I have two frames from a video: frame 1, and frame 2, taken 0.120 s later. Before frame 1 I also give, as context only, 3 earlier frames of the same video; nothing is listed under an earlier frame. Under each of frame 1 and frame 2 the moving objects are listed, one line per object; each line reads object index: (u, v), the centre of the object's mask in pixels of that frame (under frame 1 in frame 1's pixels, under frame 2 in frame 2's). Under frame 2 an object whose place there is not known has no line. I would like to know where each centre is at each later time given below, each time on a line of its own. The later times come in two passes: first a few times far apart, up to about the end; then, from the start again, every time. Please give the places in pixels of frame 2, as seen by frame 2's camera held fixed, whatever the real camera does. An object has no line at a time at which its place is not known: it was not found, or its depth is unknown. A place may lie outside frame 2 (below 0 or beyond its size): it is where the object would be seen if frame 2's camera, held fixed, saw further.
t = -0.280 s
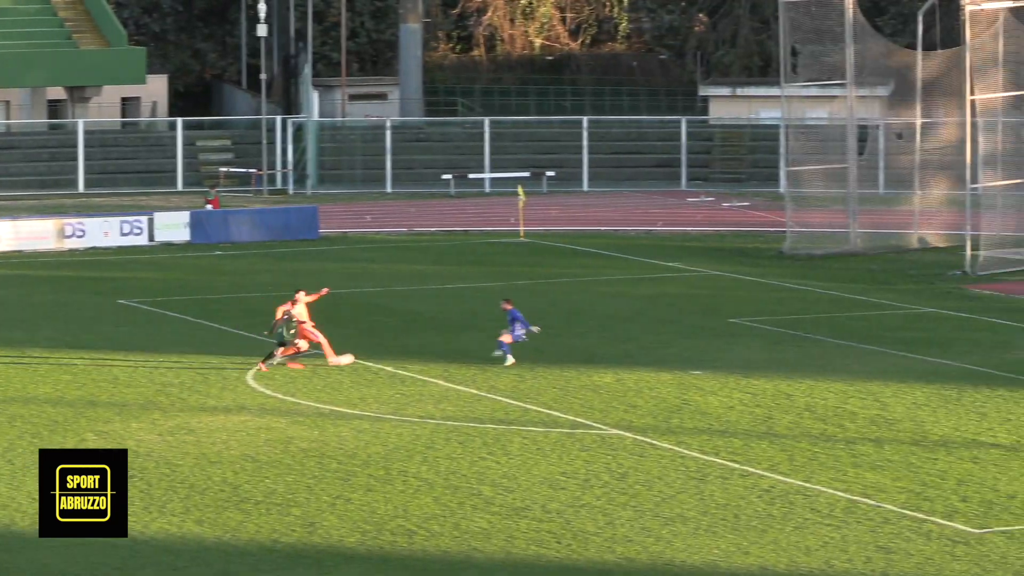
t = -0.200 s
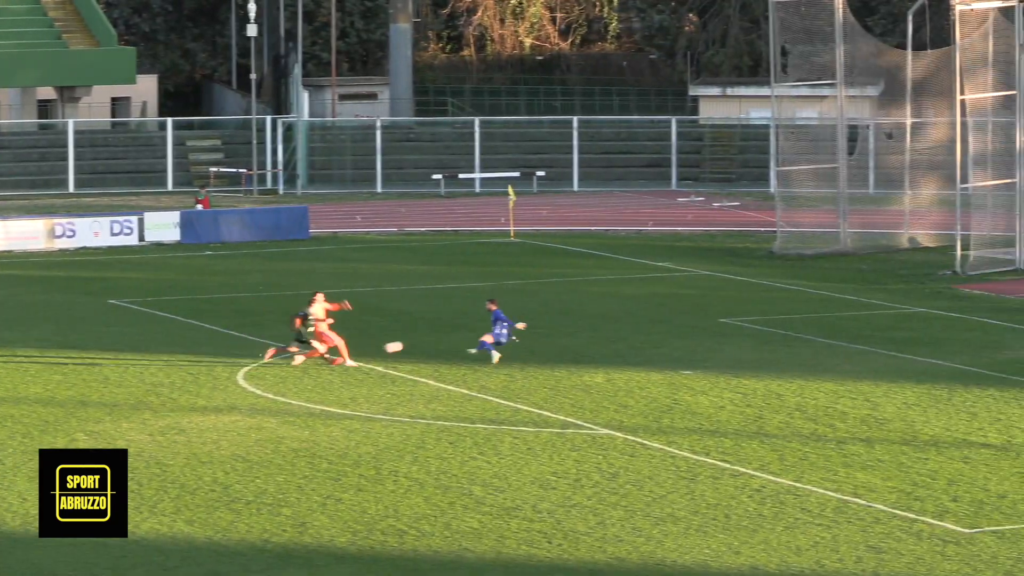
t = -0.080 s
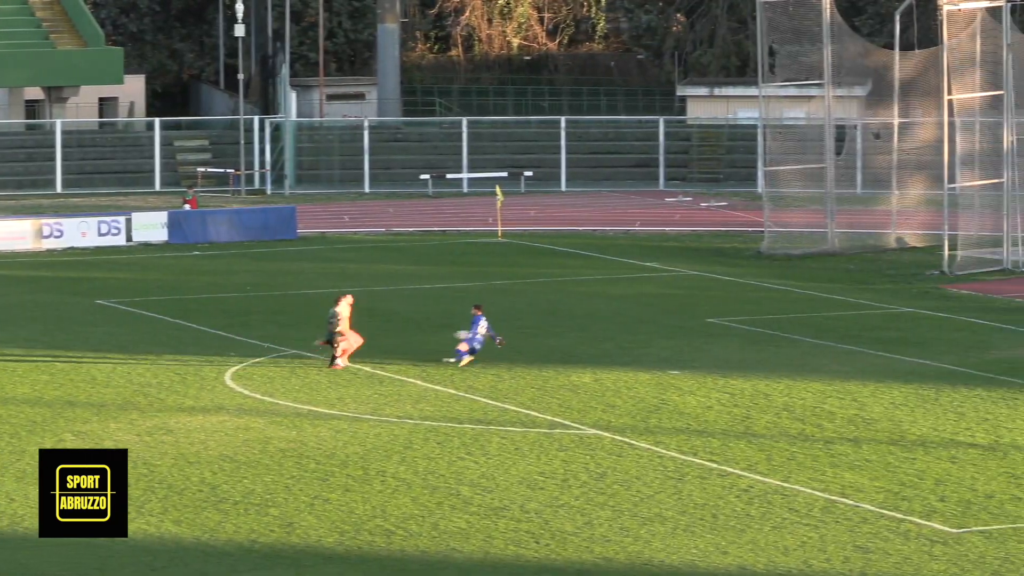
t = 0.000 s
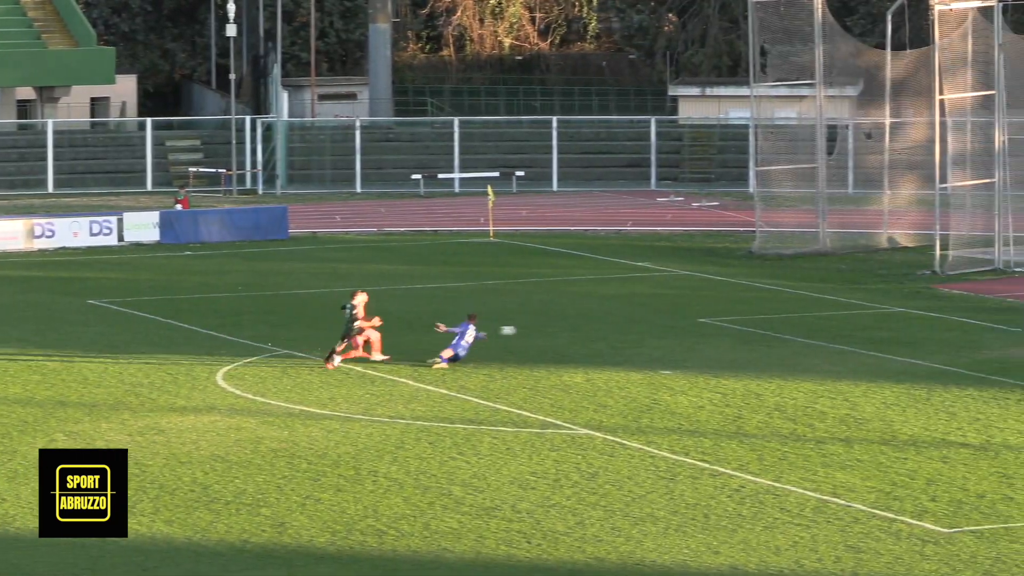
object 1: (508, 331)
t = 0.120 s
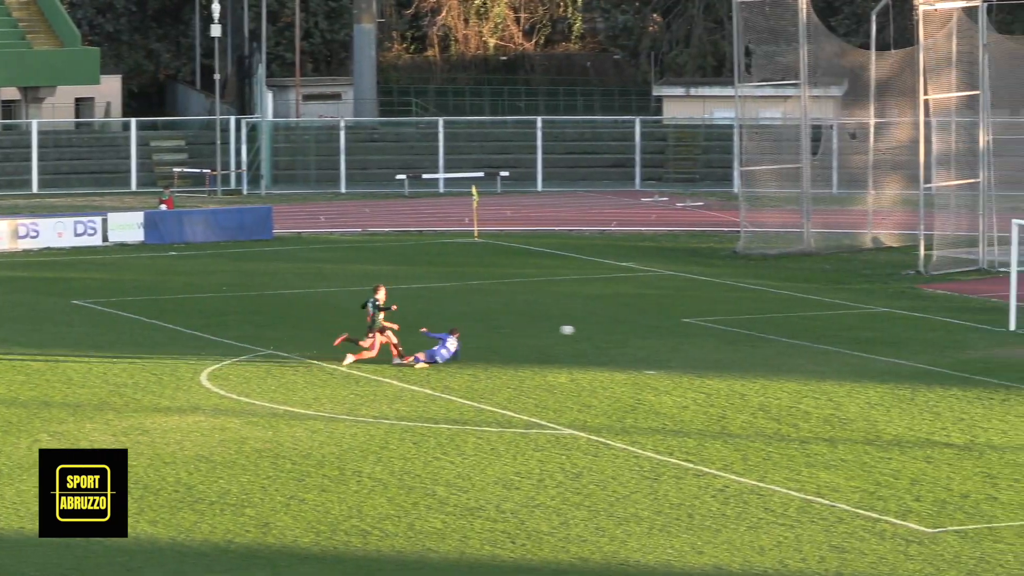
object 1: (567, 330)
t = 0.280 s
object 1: (659, 338)
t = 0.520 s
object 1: (766, 328)
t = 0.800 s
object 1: (856, 313)
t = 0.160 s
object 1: (590, 331)
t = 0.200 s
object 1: (614, 333)
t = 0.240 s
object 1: (636, 336)
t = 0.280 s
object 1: (659, 338)
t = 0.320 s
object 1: (678, 335)
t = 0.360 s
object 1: (696, 332)
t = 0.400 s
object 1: (714, 330)
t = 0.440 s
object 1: (732, 329)
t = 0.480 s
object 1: (749, 328)
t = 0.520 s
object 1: (766, 328)
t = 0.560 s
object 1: (779, 324)
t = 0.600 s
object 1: (792, 320)
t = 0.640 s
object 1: (805, 317)
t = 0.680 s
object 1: (818, 315)
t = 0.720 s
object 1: (831, 314)
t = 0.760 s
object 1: (844, 313)
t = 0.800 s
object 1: (856, 313)
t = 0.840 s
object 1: (869, 314)
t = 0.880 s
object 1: (881, 316)
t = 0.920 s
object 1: (893, 315)
